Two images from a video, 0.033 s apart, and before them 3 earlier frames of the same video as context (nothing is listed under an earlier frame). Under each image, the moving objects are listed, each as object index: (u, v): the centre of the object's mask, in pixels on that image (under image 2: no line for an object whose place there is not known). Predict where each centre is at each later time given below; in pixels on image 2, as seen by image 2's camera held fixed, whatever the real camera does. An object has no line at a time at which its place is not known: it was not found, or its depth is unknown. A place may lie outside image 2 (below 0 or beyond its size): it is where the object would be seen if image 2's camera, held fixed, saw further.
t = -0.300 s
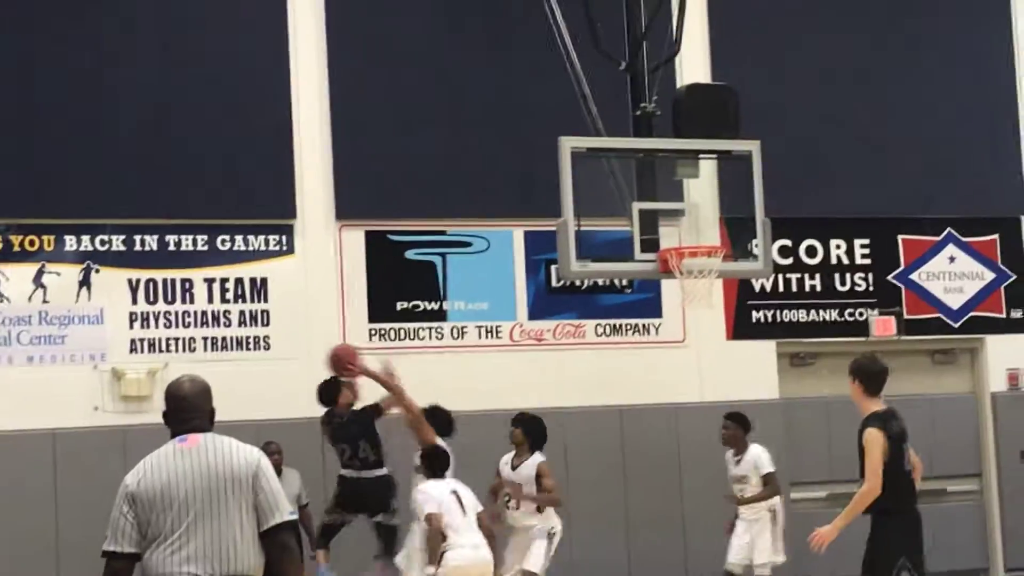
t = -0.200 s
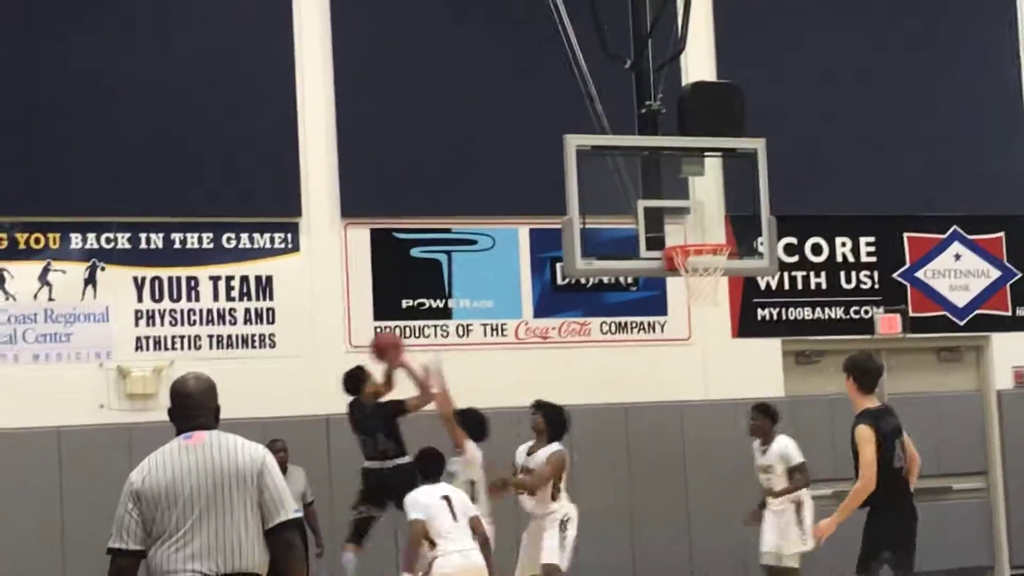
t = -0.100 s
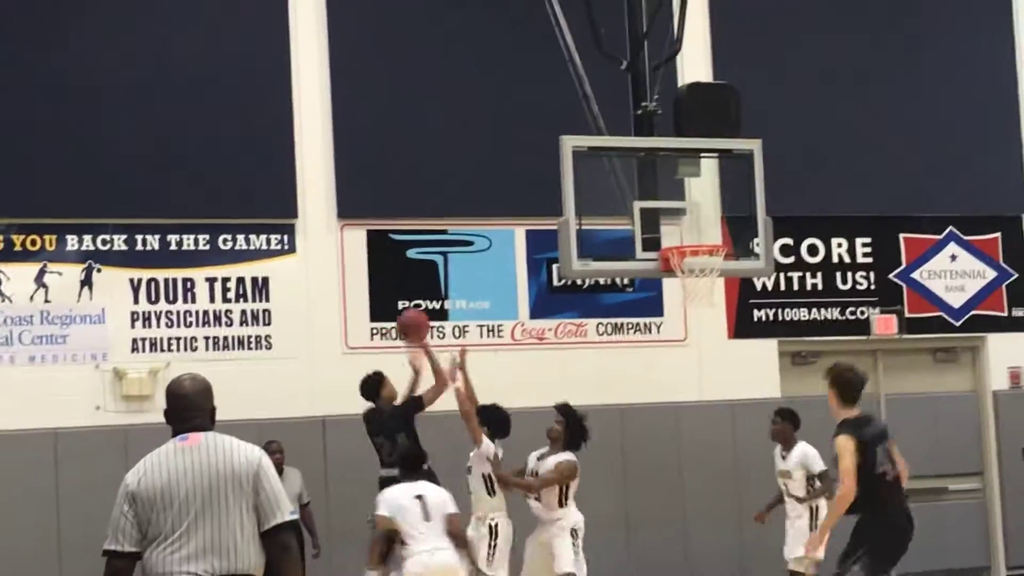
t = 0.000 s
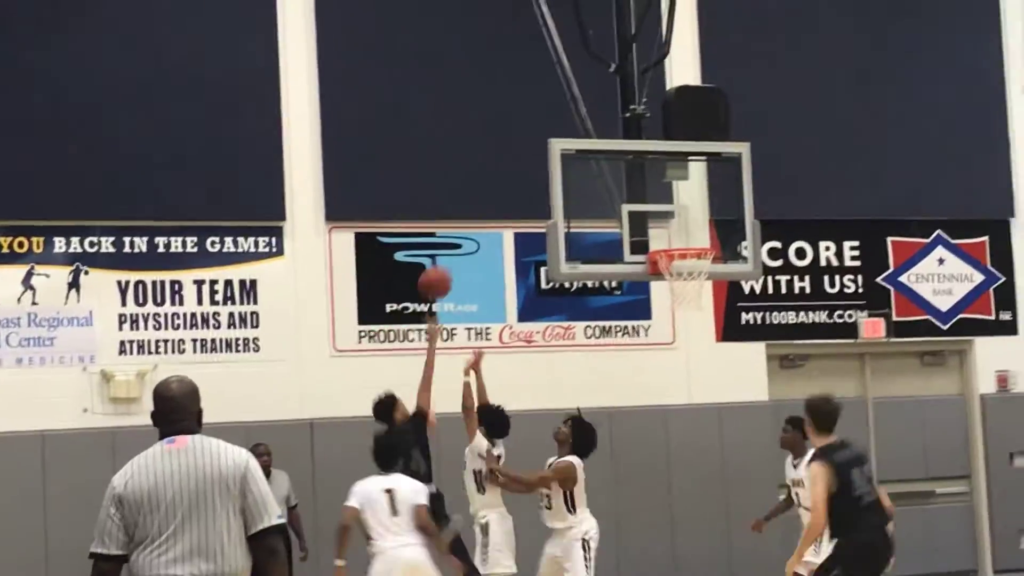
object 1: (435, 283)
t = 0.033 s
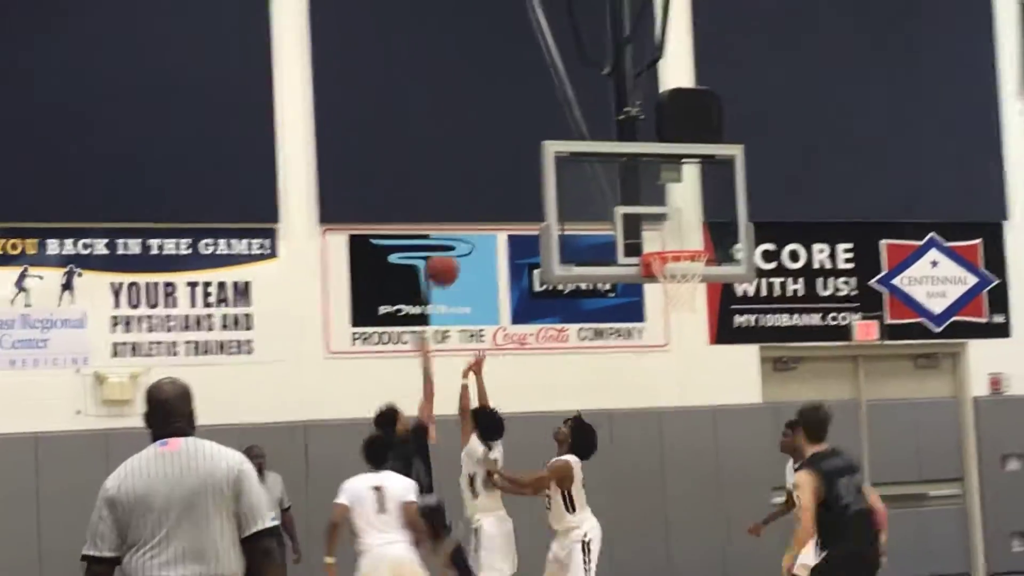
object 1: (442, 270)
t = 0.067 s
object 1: (456, 256)
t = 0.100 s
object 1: (469, 246)
